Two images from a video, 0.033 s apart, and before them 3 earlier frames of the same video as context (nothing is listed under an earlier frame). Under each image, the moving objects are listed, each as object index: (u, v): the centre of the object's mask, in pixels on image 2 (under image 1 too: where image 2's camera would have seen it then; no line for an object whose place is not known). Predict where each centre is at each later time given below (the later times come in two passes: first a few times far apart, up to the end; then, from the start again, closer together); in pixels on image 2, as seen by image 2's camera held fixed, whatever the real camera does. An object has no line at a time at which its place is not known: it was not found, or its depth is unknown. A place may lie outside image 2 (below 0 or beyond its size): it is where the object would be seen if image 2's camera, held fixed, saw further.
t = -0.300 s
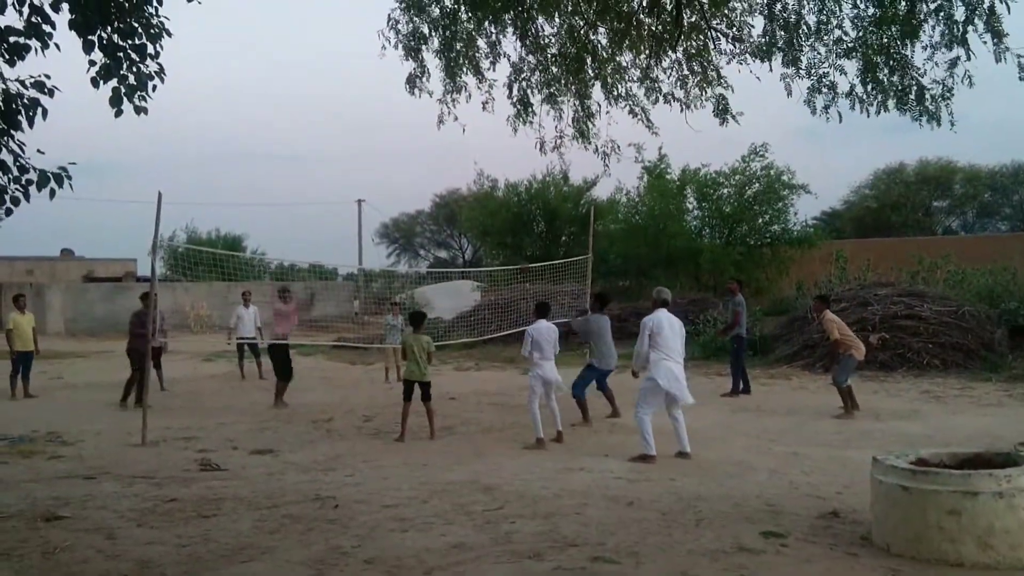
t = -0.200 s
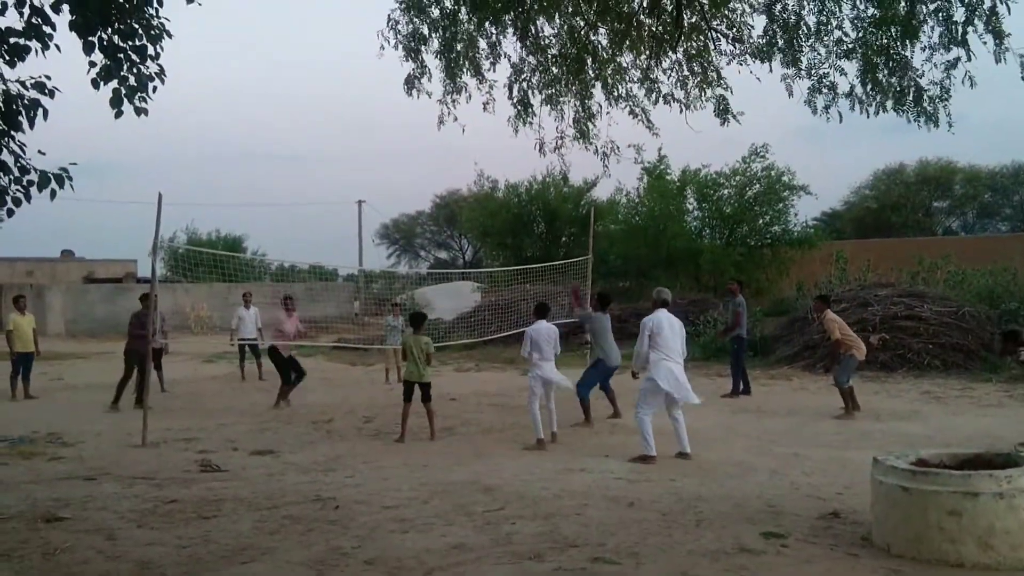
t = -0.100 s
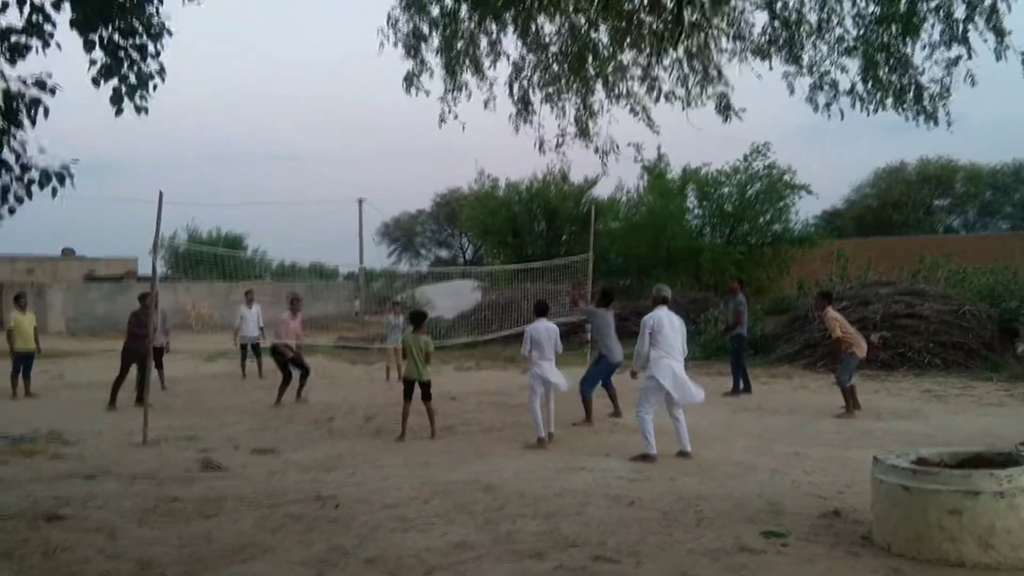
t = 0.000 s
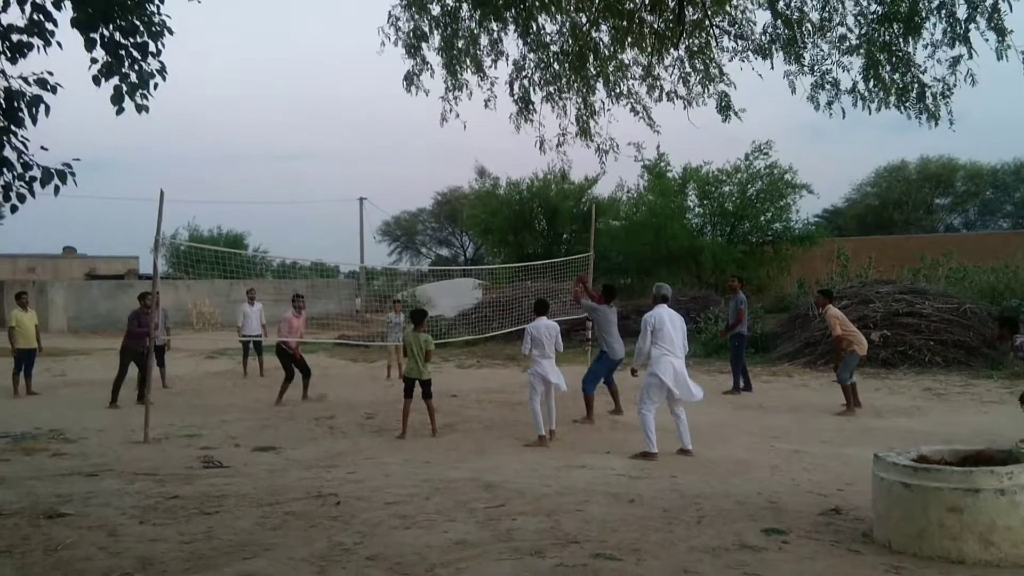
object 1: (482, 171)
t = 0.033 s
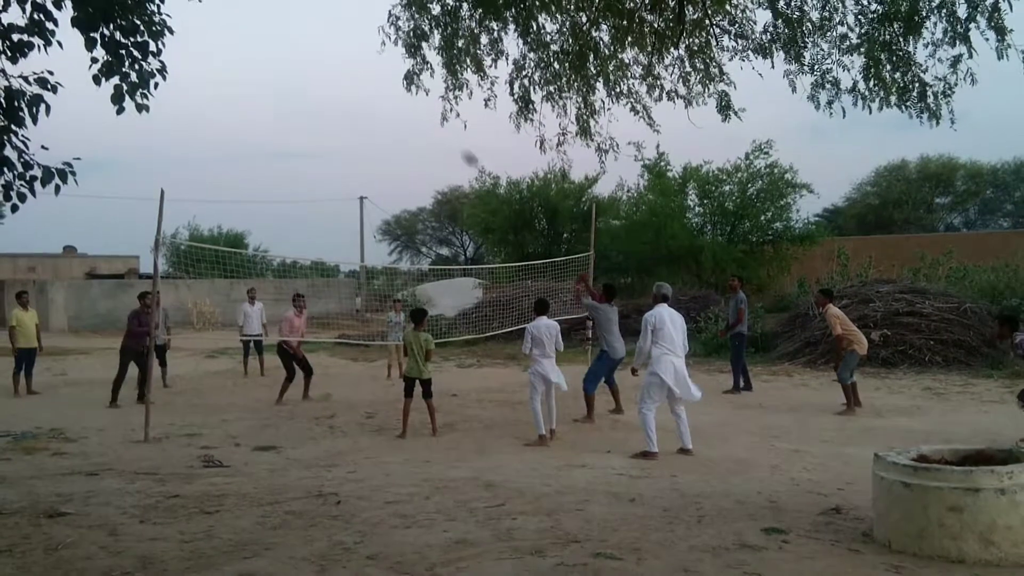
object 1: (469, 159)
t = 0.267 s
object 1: (390, 94)
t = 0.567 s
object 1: (303, 71)
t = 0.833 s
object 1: (238, 96)
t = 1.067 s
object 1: (190, 147)
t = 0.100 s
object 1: (446, 136)
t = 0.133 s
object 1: (434, 126)
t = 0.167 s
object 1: (422, 117)
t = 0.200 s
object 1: (410, 108)
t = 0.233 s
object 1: (400, 101)
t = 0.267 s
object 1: (390, 94)
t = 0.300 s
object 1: (379, 89)
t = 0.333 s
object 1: (369, 84)
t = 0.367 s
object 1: (359, 79)
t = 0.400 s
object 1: (349, 76)
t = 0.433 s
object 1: (339, 74)
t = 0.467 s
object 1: (330, 72)
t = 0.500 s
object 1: (321, 71)
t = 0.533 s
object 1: (312, 71)
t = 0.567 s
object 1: (303, 71)
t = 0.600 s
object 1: (294, 72)
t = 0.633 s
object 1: (286, 73)
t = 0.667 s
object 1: (277, 76)
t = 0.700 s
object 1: (268, 78)
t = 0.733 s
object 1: (261, 81)
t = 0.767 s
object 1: (253, 86)
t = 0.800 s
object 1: (245, 90)
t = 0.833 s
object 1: (238, 96)
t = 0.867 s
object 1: (230, 102)
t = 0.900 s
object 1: (223, 108)
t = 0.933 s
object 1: (216, 115)
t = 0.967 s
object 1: (209, 122)
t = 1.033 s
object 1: (196, 138)
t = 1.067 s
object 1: (190, 147)
